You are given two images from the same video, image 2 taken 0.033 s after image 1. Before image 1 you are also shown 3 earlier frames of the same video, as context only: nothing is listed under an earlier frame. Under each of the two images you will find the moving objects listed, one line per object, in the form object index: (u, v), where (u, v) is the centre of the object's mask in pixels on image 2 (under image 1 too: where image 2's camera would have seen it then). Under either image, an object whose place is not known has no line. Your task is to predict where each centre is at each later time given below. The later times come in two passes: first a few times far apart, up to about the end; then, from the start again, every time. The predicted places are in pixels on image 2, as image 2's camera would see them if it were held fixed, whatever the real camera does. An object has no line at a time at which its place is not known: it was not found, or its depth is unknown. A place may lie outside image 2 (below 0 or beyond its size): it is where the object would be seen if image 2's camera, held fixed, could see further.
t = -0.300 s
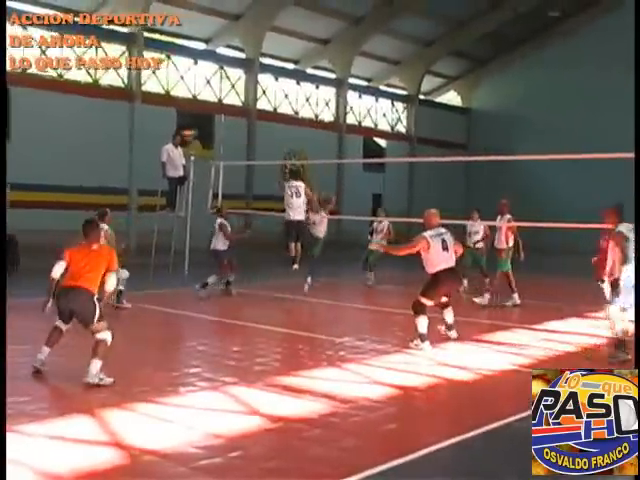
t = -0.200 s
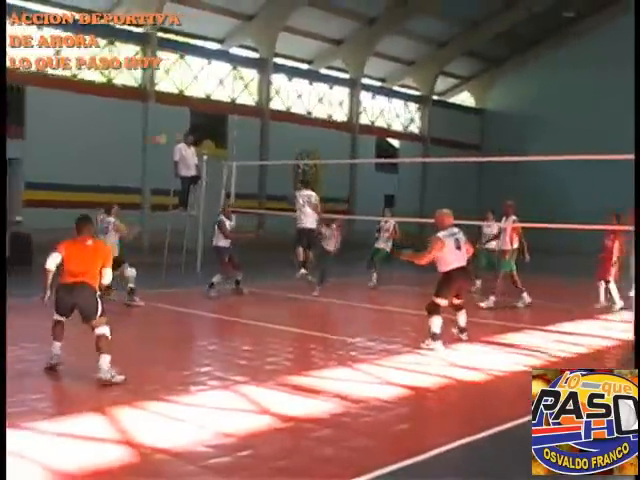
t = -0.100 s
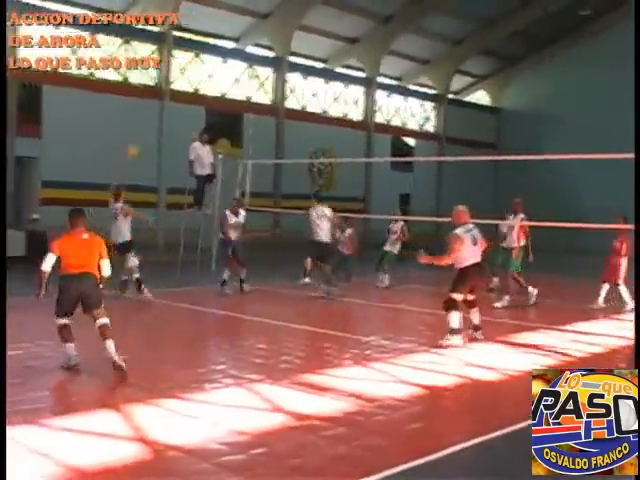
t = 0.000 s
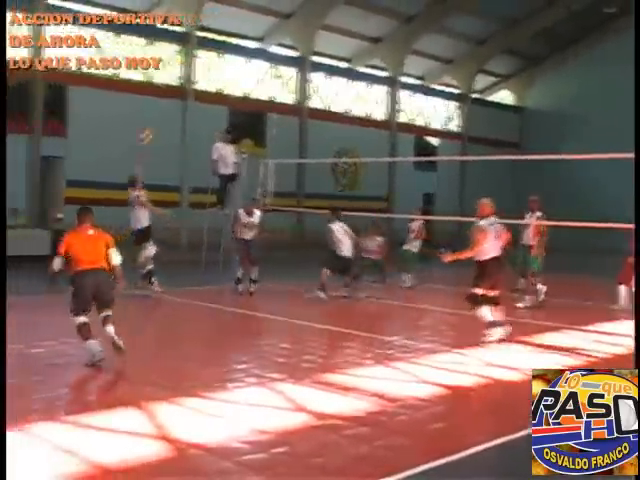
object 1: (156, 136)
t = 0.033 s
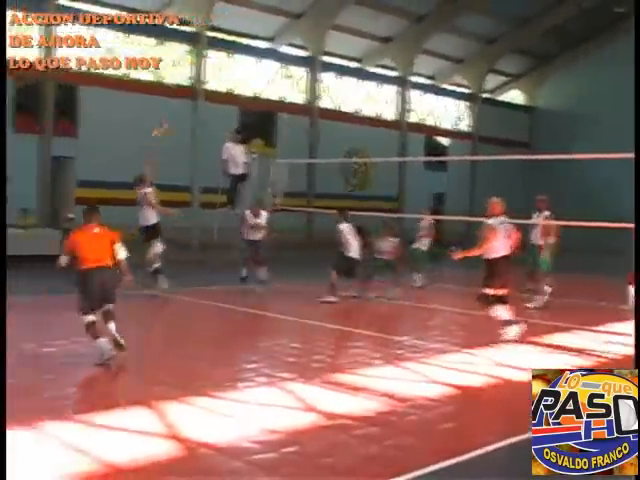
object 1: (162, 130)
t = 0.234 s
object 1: (167, 101)
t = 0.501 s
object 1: (173, 96)
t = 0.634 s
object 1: (176, 117)
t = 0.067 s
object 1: (162, 121)
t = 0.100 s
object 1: (161, 117)
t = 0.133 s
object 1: (163, 111)
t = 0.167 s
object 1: (164, 106)
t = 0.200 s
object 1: (163, 103)
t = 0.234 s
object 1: (167, 101)
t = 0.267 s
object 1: (166, 96)
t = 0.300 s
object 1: (167, 95)
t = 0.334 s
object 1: (168, 93)
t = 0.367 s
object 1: (167, 93)
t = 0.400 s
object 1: (169, 93)
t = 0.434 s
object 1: (171, 94)
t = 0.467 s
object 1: (172, 95)
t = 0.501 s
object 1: (173, 96)
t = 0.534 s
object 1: (173, 102)
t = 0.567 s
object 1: (174, 106)
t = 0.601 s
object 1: (176, 111)
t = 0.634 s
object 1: (176, 117)
